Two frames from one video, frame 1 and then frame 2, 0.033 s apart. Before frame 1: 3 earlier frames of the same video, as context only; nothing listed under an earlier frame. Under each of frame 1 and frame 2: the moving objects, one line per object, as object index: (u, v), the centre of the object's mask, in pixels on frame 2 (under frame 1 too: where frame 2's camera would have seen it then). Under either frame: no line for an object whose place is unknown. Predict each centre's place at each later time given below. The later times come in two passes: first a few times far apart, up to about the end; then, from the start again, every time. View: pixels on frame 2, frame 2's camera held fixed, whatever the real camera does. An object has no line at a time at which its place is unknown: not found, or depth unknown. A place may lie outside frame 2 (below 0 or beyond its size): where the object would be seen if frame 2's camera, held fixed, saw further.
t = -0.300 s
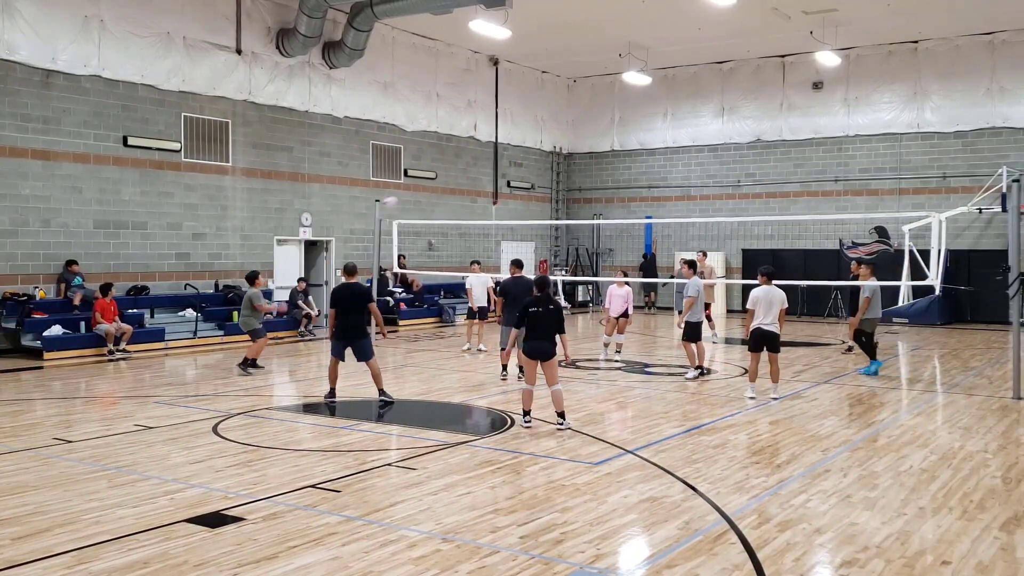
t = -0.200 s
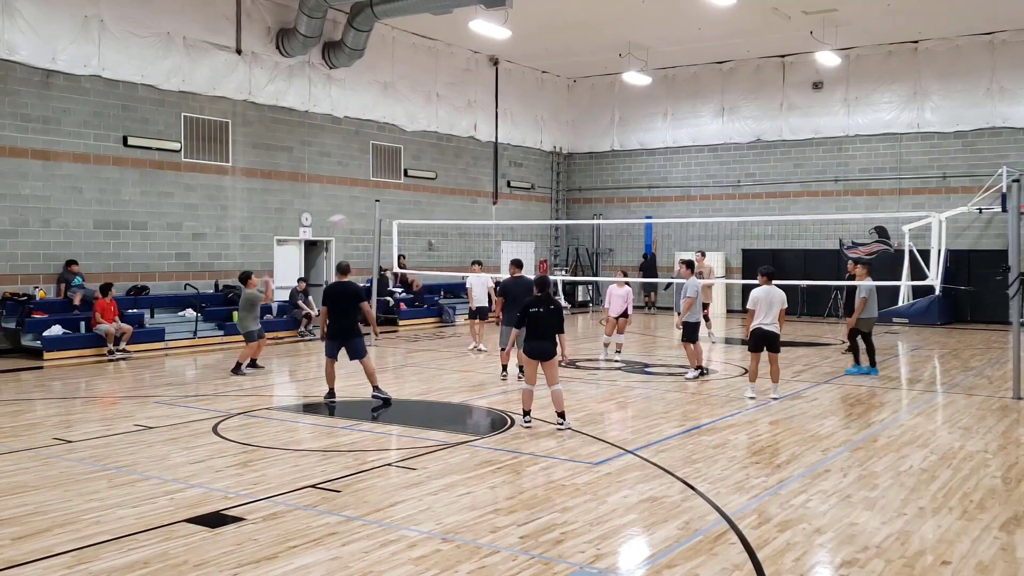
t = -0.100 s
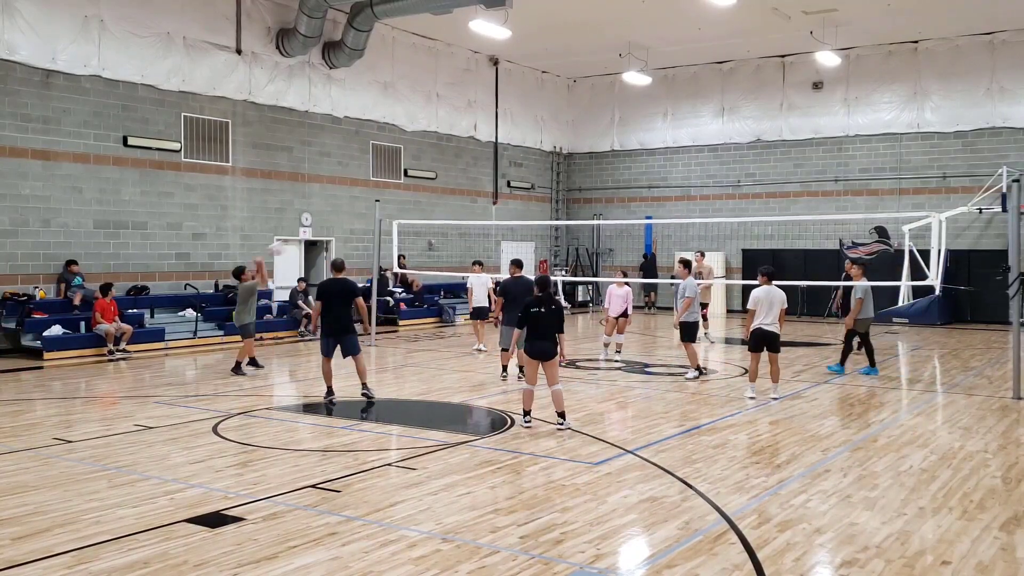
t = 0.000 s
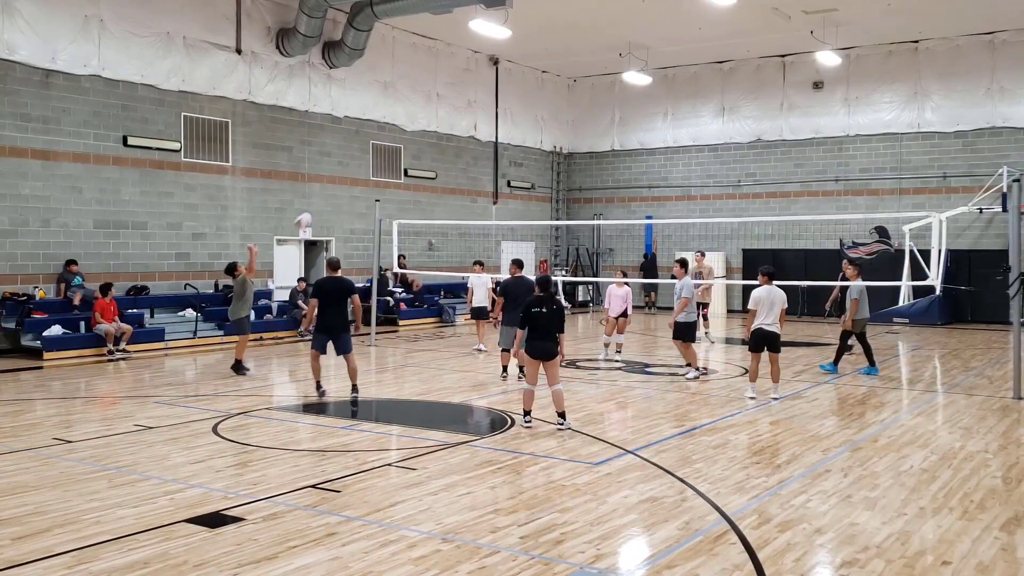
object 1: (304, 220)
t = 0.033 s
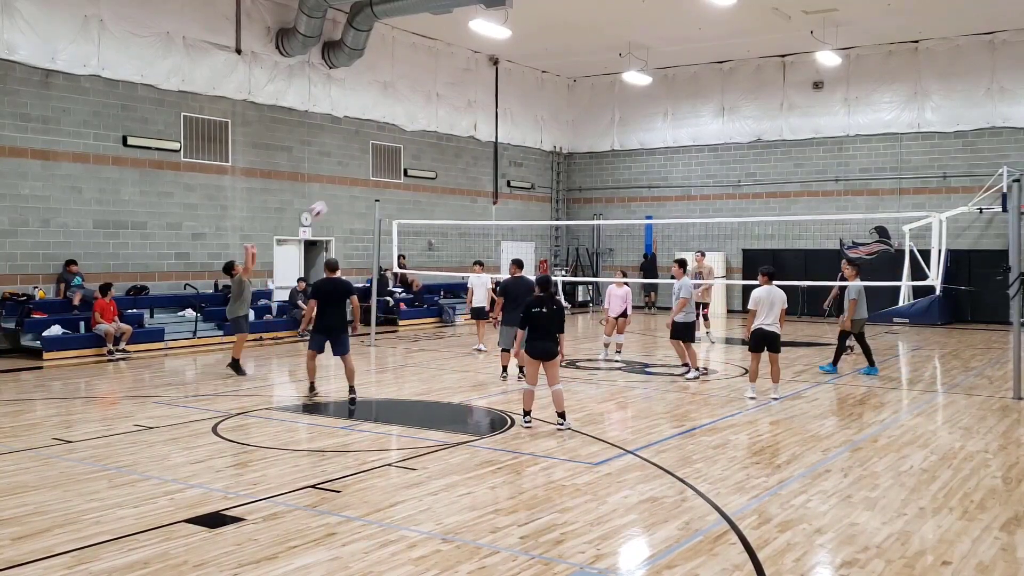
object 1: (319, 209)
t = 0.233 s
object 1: (409, 153)
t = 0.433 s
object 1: (499, 127)
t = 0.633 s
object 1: (584, 127)
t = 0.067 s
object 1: (334, 198)
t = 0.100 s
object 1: (349, 188)
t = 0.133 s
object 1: (363, 177)
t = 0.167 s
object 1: (379, 170)
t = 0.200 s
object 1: (394, 162)
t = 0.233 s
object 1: (409, 153)
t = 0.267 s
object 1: (425, 148)
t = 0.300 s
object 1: (439, 142)
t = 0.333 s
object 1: (453, 137)
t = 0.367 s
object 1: (468, 133)
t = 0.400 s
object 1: (483, 131)
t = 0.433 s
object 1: (499, 127)
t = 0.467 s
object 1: (512, 125)
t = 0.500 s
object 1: (528, 124)
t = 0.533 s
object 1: (542, 123)
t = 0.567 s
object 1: (557, 124)
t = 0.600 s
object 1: (571, 125)
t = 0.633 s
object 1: (584, 127)
